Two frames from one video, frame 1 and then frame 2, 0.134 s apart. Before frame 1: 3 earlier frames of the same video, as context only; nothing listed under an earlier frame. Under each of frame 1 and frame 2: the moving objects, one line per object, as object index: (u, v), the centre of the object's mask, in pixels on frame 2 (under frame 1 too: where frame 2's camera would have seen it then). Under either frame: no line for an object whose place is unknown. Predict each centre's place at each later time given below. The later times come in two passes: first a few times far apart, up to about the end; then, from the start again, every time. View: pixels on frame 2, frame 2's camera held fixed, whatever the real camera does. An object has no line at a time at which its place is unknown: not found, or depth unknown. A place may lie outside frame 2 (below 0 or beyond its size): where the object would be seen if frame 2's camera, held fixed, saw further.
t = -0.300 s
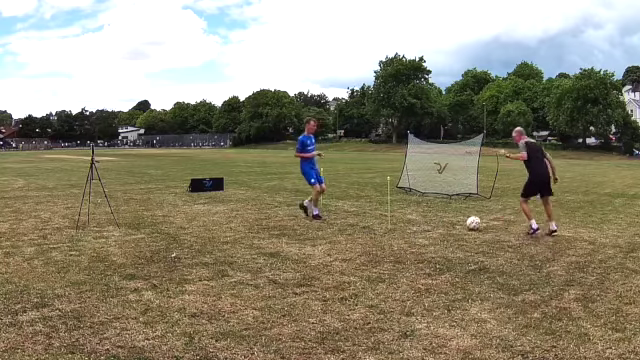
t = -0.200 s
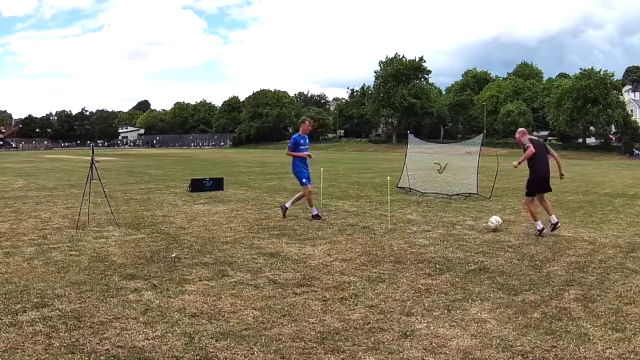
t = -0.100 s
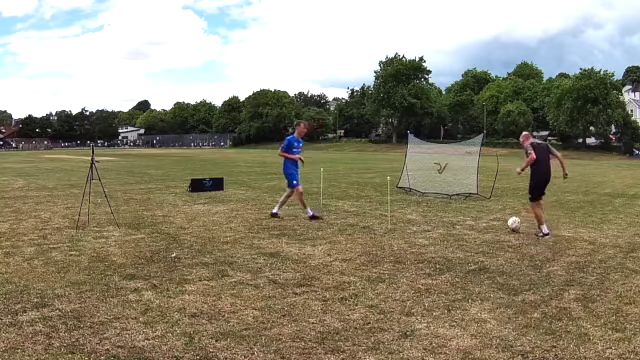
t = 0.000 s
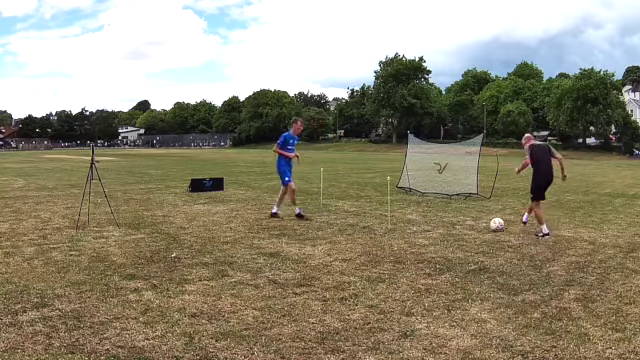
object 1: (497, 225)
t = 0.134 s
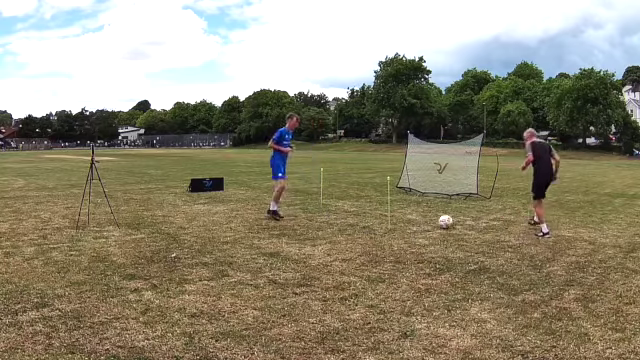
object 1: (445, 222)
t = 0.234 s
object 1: (412, 218)
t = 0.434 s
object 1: (357, 216)
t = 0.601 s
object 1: (322, 213)
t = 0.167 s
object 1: (434, 220)
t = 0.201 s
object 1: (423, 219)
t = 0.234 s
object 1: (412, 218)
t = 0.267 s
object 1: (402, 219)
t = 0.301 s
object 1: (392, 218)
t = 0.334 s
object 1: (383, 217)
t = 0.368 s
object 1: (374, 217)
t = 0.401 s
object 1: (365, 216)
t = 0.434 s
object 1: (357, 216)
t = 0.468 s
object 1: (349, 215)
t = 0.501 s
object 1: (342, 214)
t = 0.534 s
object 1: (335, 214)
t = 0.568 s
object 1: (328, 214)
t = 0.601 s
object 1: (322, 213)
